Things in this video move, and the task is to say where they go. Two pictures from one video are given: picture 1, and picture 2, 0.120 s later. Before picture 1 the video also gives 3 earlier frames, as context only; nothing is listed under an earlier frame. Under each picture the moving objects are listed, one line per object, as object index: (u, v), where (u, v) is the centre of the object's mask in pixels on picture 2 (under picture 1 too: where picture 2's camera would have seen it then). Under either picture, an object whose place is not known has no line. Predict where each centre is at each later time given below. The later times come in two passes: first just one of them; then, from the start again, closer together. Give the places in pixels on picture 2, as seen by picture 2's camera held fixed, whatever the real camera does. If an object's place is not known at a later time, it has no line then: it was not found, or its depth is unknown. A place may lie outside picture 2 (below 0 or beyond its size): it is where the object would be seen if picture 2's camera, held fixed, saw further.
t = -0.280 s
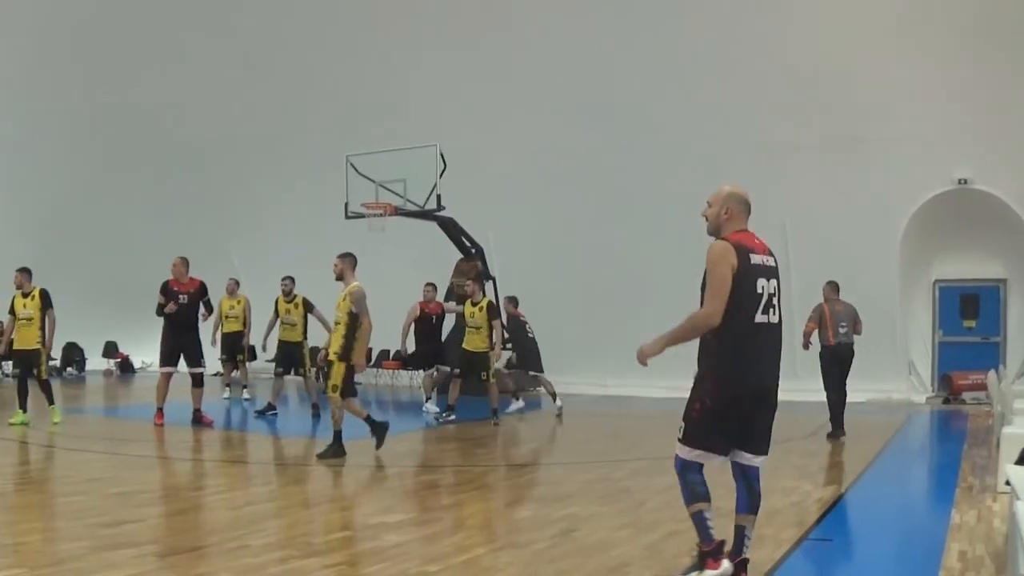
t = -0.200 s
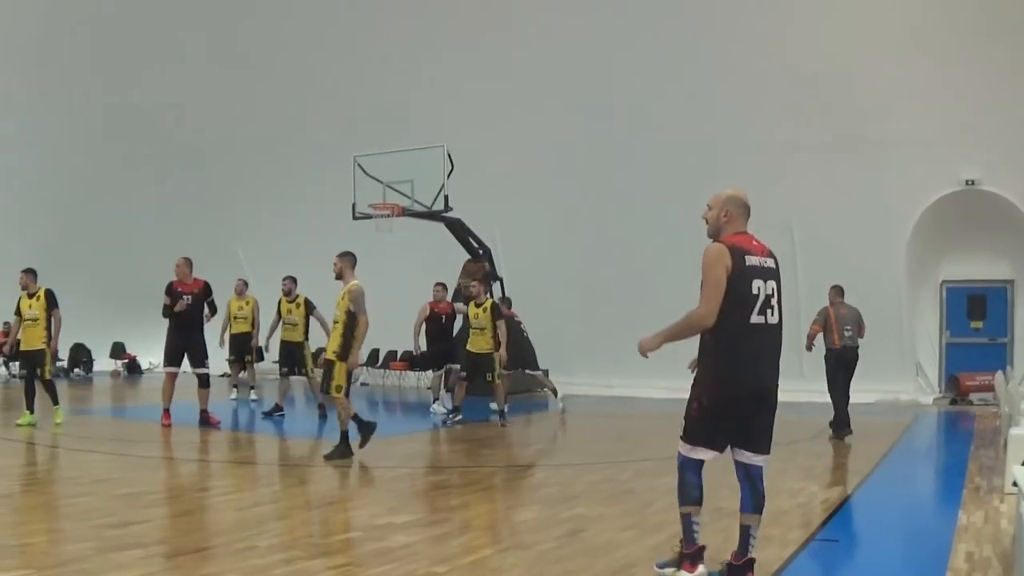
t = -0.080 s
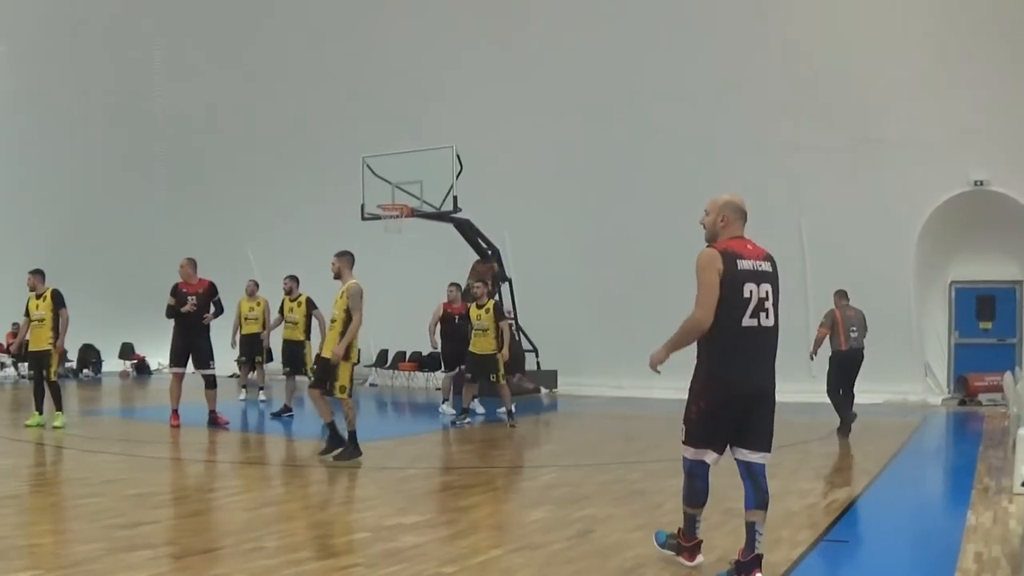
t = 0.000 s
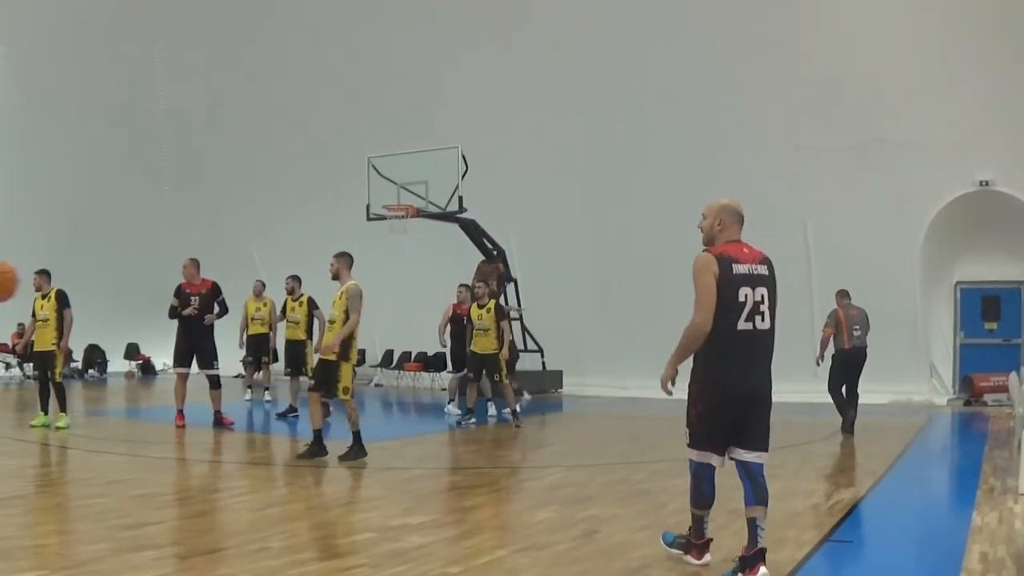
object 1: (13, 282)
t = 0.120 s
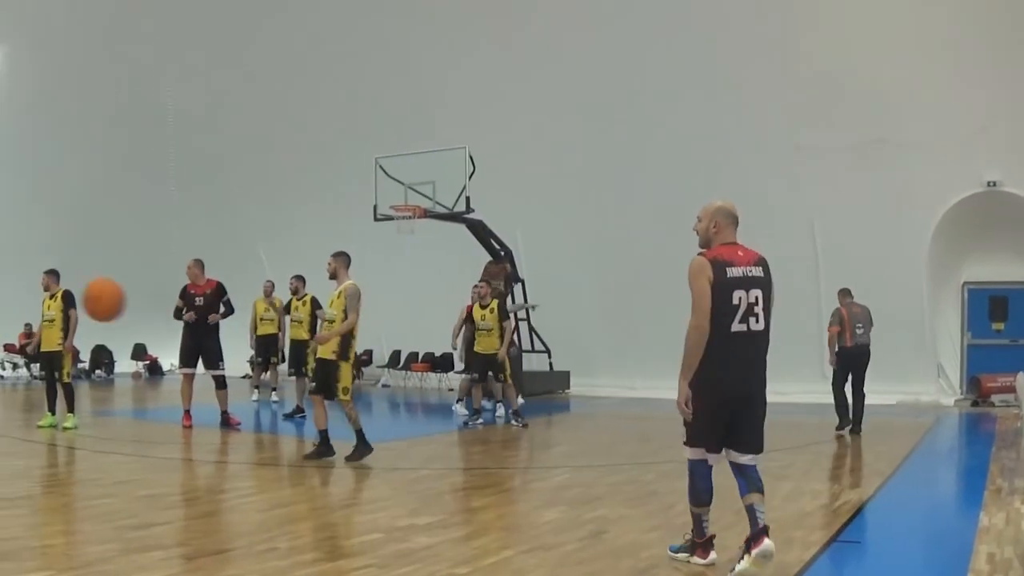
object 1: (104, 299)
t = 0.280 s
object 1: (259, 370)
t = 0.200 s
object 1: (179, 328)
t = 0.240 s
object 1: (217, 347)
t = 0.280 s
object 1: (259, 370)
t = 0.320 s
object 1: (302, 398)
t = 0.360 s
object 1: (345, 428)
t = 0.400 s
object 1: (392, 463)
